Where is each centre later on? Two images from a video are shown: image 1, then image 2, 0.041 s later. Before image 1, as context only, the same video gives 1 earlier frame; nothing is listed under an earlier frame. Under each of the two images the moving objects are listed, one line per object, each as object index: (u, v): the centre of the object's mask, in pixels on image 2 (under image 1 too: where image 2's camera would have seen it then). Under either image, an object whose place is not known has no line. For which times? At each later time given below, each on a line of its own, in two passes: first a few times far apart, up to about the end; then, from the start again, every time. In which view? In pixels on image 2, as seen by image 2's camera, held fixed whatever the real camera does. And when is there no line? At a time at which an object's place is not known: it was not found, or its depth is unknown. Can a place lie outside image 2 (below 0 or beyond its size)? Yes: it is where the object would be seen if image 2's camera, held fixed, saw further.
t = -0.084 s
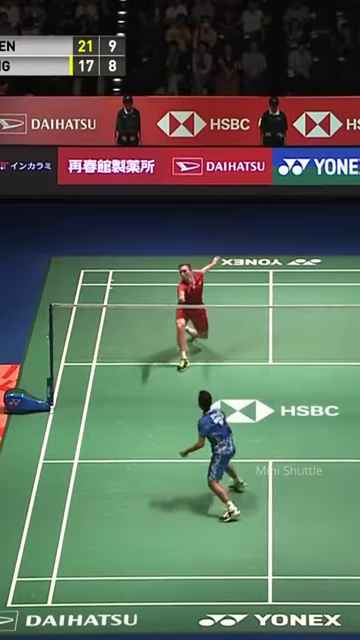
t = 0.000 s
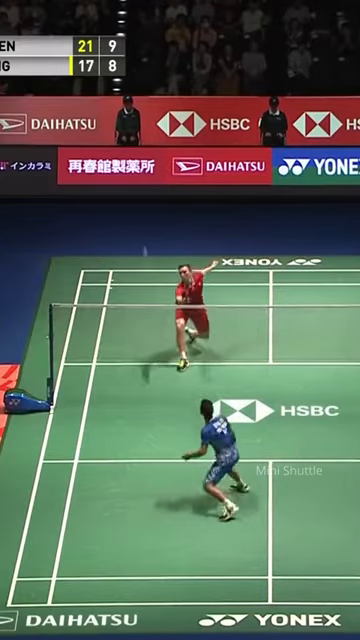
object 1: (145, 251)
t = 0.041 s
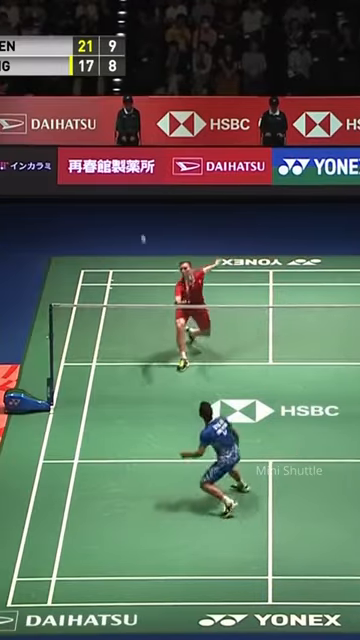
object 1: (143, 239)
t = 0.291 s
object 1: (131, 193)
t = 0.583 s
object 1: (122, 199)
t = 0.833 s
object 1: (115, 247)
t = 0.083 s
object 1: (140, 226)
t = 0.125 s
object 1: (138, 215)
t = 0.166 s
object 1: (136, 208)
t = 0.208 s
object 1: (134, 201)
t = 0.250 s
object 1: (133, 197)
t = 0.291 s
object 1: (131, 193)
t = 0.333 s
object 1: (130, 190)
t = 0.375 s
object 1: (129, 189)
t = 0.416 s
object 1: (127, 189)
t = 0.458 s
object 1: (126, 189)
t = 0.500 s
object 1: (125, 191)
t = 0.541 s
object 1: (123, 195)
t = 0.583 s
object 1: (122, 199)
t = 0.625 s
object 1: (121, 204)
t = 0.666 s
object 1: (120, 211)
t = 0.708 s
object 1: (119, 218)
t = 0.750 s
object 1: (117, 227)
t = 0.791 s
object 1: (116, 236)
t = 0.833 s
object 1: (115, 247)
